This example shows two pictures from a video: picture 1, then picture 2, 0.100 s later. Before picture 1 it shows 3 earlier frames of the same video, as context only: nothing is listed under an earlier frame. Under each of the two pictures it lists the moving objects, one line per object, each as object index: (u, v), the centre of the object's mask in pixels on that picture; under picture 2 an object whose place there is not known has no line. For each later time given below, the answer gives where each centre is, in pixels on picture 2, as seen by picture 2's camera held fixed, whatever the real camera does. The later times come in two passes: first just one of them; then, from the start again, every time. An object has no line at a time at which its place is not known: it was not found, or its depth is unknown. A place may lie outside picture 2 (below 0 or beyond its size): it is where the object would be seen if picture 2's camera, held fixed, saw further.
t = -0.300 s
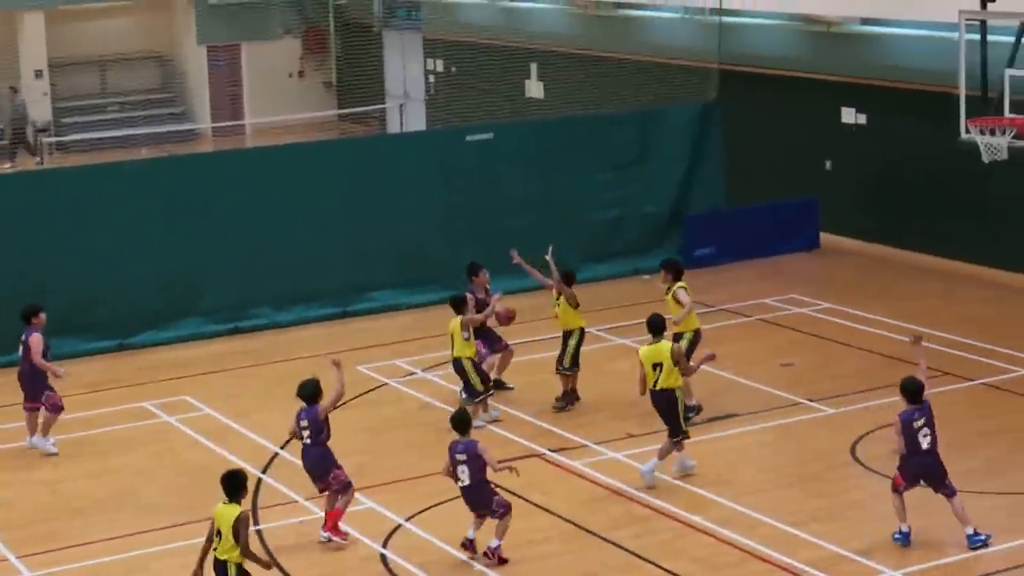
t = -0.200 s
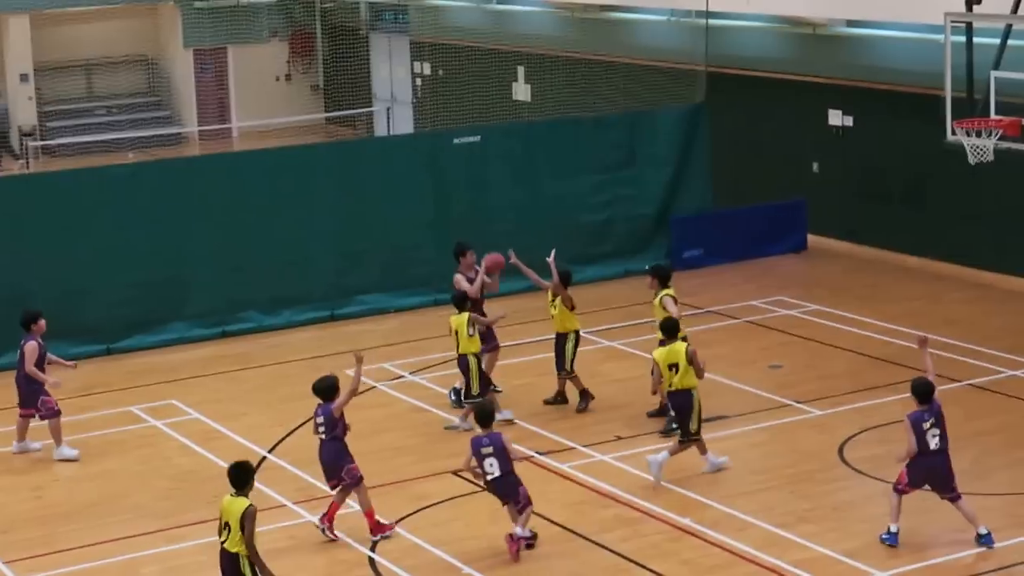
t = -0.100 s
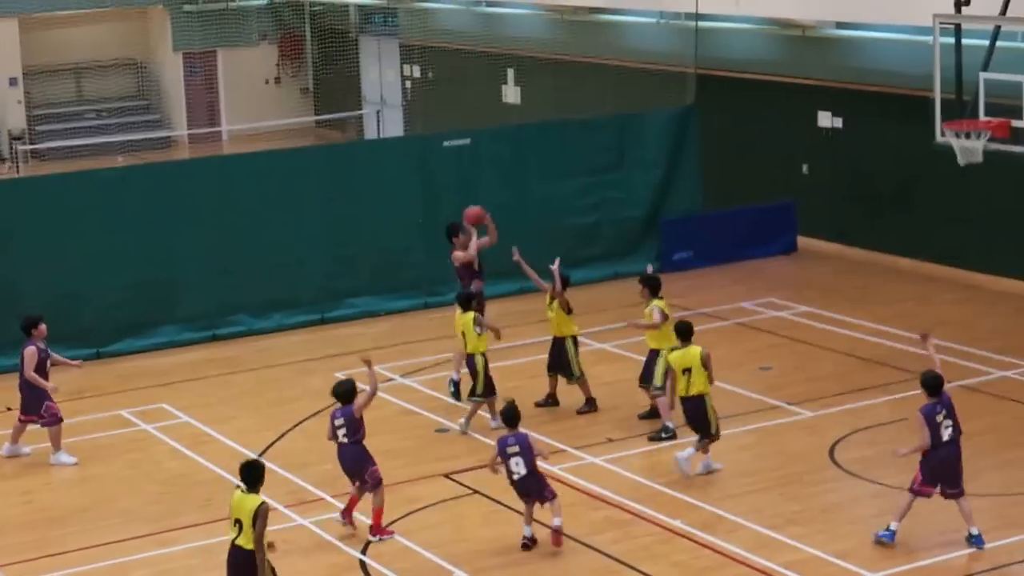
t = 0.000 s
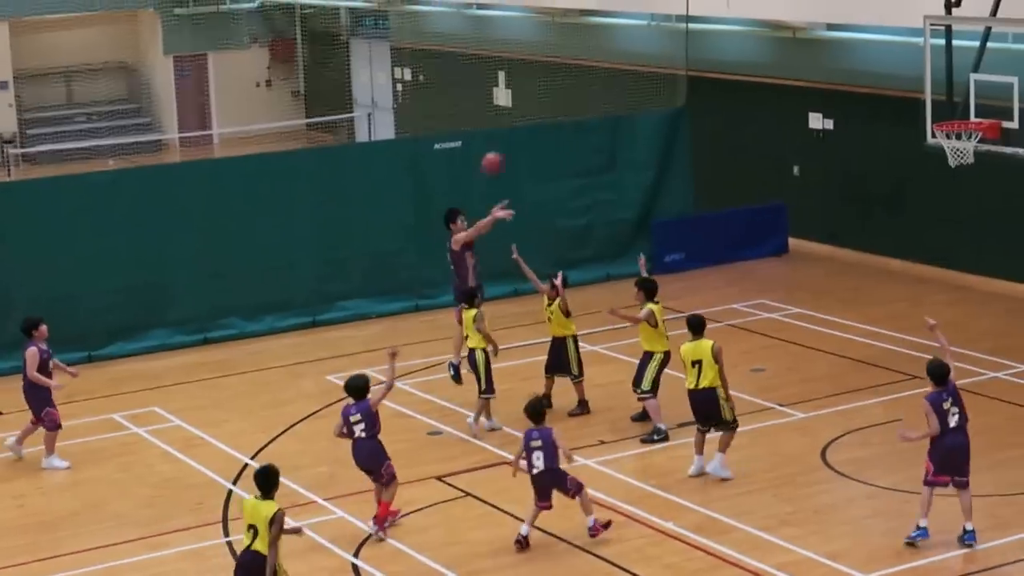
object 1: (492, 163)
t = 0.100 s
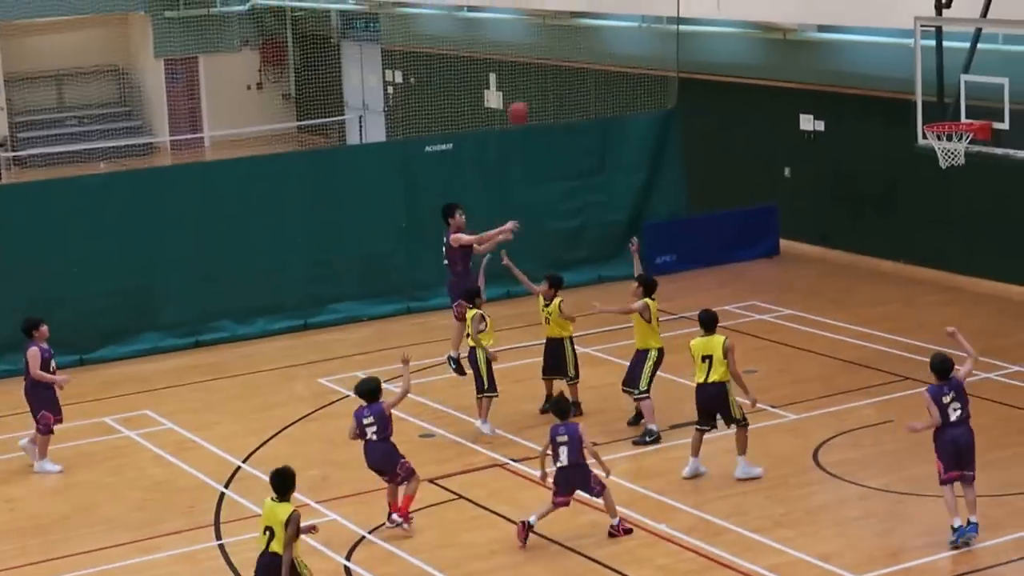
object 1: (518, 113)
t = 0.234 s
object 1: (564, 56)
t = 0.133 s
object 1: (529, 98)
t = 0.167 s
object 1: (541, 83)
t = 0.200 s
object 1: (552, 69)
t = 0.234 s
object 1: (564, 56)
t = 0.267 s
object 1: (576, 44)
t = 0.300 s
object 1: (587, 33)
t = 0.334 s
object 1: (599, 23)
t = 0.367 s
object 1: (612, 14)
